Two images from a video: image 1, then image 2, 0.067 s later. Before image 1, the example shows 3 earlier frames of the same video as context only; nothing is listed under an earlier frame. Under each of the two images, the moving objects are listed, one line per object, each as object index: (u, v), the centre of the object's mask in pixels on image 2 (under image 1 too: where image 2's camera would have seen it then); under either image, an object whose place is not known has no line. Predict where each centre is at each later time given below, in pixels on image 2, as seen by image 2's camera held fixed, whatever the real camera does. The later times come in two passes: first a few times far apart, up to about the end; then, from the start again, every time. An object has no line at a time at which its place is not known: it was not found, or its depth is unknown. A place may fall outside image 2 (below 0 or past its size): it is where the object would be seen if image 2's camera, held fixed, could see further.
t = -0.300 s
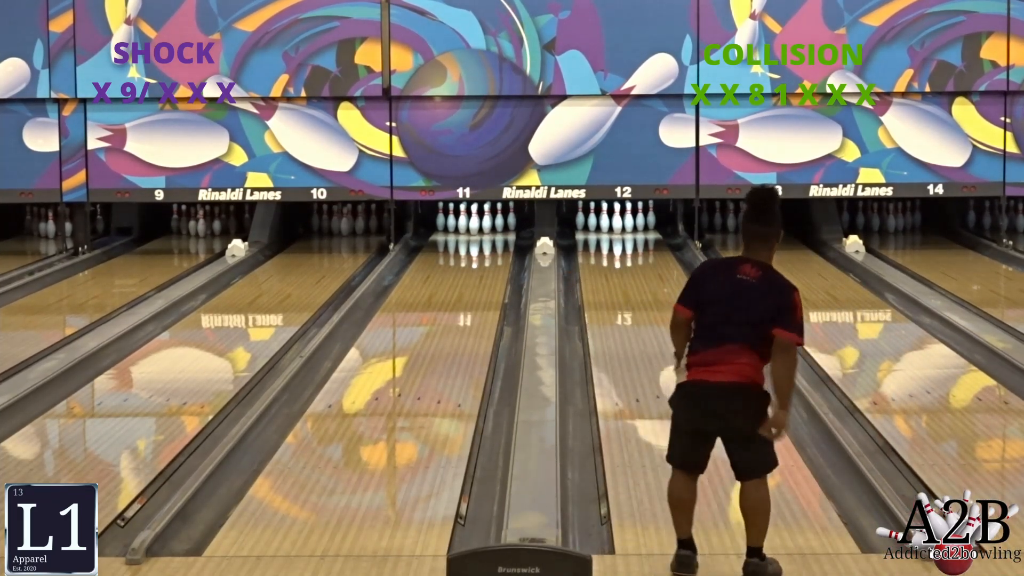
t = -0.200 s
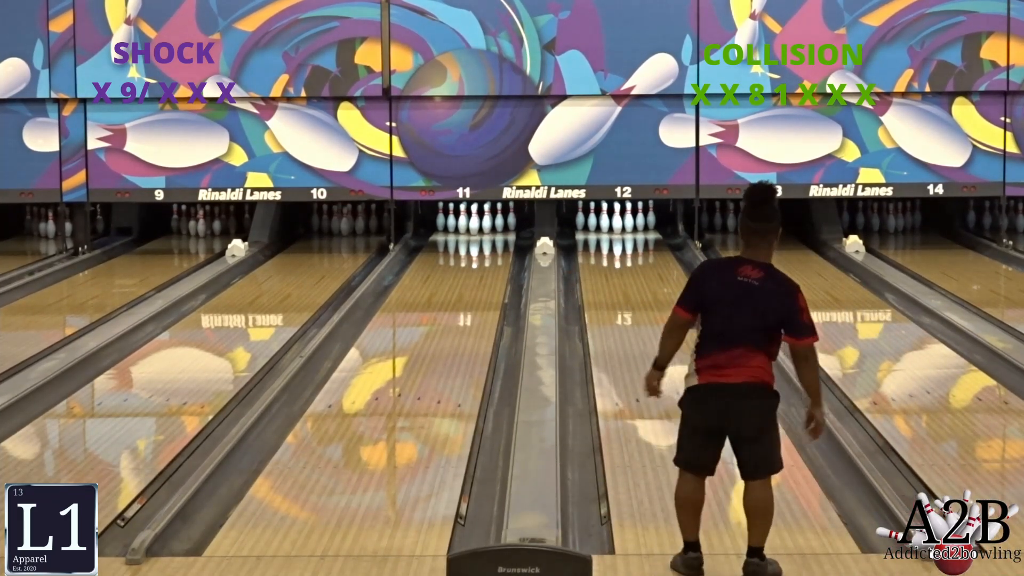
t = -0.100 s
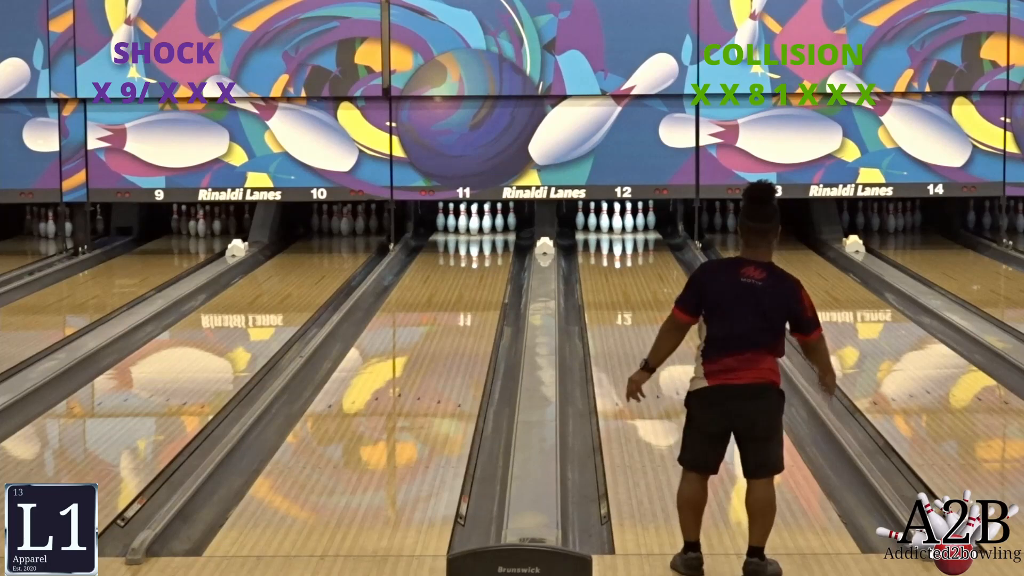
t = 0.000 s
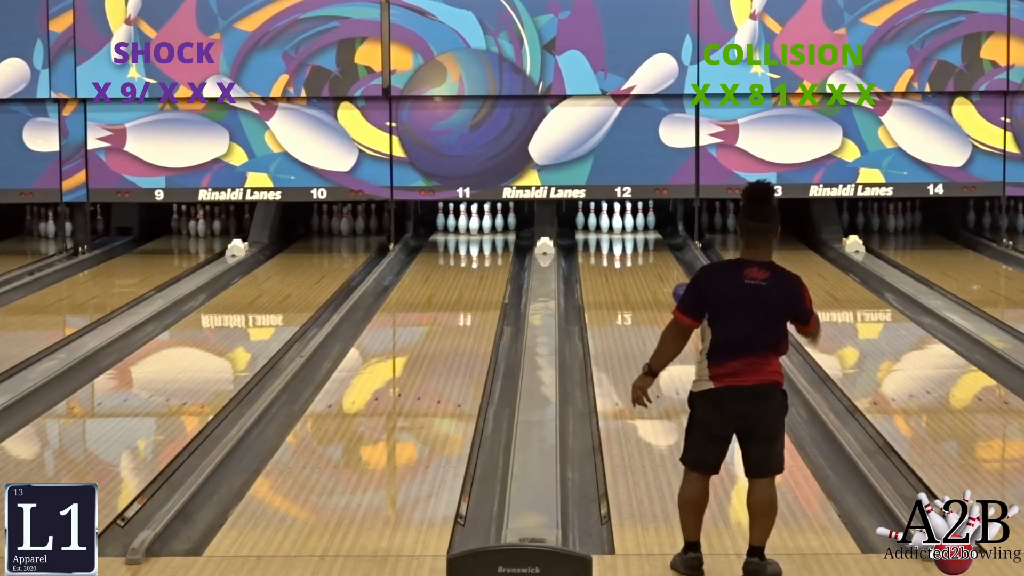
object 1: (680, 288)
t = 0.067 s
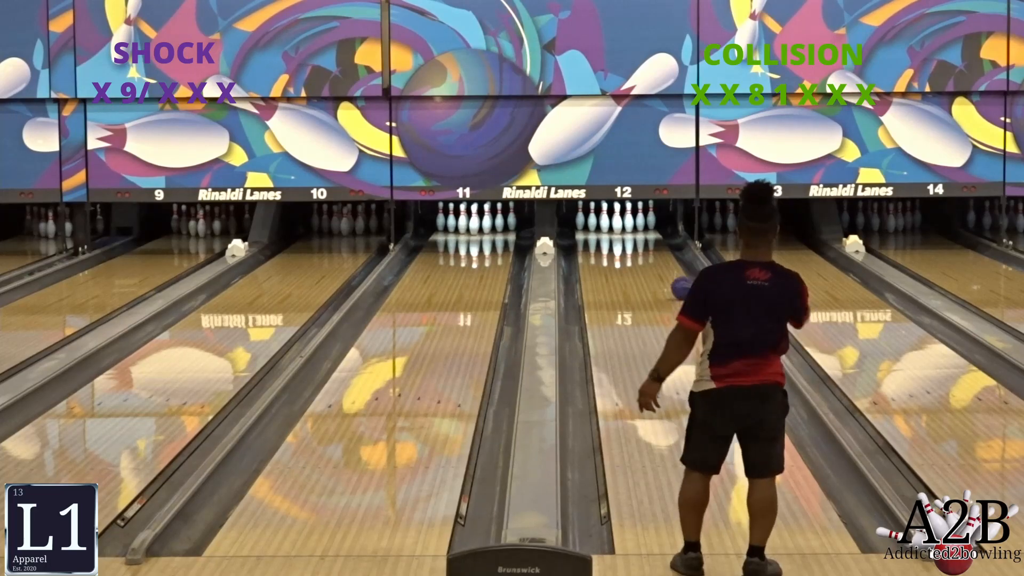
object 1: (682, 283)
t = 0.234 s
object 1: (678, 269)
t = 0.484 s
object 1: (671, 253)
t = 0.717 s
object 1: (658, 241)
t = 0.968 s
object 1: (639, 227)
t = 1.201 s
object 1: (628, 223)
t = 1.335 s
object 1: (628, 221)
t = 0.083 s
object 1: (682, 281)
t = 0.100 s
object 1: (682, 280)
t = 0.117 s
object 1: (682, 279)
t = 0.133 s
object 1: (680, 278)
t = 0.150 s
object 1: (680, 276)
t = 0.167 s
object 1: (680, 275)
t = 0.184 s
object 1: (680, 273)
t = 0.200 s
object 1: (680, 272)
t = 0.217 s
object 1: (679, 271)
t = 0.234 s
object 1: (678, 269)
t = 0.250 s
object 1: (678, 268)
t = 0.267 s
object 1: (678, 267)
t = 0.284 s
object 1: (677, 265)
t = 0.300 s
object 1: (676, 264)
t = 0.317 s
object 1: (676, 263)
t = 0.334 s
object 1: (675, 262)
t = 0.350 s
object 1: (675, 261)
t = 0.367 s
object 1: (674, 260)
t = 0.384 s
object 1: (674, 259)
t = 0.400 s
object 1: (674, 258)
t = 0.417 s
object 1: (673, 256)
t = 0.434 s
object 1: (674, 254)
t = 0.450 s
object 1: (672, 254)
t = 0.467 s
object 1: (671, 253)
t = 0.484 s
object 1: (671, 253)
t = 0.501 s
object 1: (670, 251)
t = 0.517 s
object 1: (669, 251)
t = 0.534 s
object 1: (668, 250)
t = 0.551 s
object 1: (667, 248)
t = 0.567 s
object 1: (666, 247)
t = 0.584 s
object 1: (666, 247)
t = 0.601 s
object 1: (666, 247)
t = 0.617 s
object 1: (664, 245)
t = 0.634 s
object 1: (662, 245)
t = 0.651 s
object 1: (661, 244)
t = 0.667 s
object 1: (660, 243)
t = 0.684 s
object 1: (659, 242)
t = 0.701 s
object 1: (658, 241)
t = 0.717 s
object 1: (658, 241)
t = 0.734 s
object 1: (656, 239)
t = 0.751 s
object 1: (655, 239)
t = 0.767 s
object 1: (655, 237)
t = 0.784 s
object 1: (653, 238)
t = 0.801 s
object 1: (653, 236)
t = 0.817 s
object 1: (651, 235)
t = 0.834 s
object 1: (649, 234)
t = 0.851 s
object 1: (648, 234)
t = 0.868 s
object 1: (646, 233)
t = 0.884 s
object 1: (645, 232)
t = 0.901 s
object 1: (644, 232)
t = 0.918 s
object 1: (643, 230)
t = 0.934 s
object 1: (641, 229)
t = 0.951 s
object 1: (640, 229)
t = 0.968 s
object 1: (639, 227)
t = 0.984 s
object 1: (637, 232)
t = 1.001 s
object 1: (635, 230)
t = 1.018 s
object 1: (634, 229)
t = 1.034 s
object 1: (633, 229)
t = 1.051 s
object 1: (632, 228)
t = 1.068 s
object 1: (631, 227)
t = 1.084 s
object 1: (629, 226)
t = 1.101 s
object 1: (628, 226)
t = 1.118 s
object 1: (628, 225)
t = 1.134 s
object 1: (628, 225)
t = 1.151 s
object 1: (628, 224)
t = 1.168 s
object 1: (628, 224)
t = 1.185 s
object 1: (628, 223)
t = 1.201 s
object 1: (628, 223)
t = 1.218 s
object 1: (628, 223)
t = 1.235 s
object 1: (628, 223)
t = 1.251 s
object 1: (628, 222)
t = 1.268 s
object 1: (628, 222)
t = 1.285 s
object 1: (629, 222)
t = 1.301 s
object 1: (628, 221)
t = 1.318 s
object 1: (628, 221)
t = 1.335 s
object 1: (628, 221)
